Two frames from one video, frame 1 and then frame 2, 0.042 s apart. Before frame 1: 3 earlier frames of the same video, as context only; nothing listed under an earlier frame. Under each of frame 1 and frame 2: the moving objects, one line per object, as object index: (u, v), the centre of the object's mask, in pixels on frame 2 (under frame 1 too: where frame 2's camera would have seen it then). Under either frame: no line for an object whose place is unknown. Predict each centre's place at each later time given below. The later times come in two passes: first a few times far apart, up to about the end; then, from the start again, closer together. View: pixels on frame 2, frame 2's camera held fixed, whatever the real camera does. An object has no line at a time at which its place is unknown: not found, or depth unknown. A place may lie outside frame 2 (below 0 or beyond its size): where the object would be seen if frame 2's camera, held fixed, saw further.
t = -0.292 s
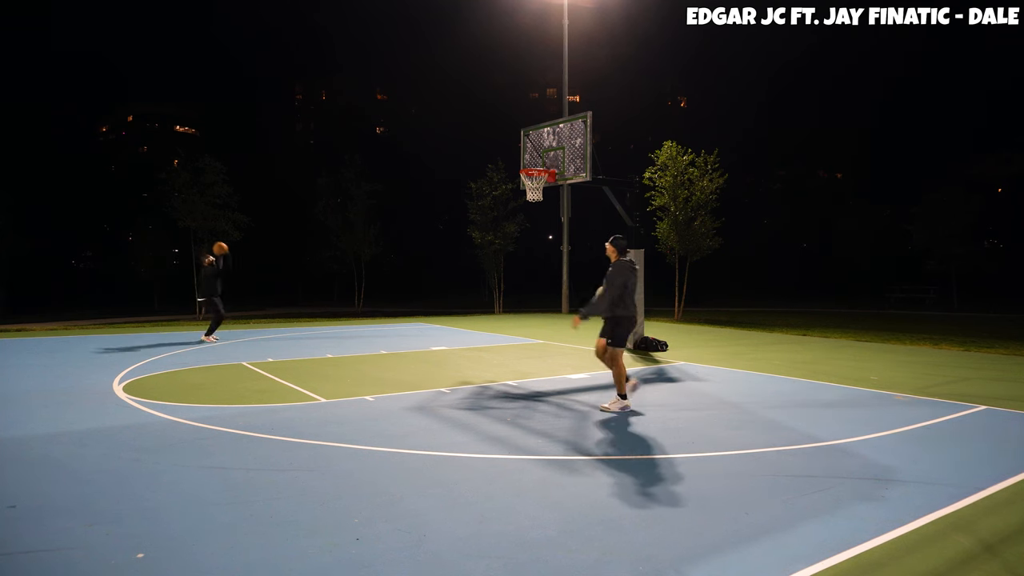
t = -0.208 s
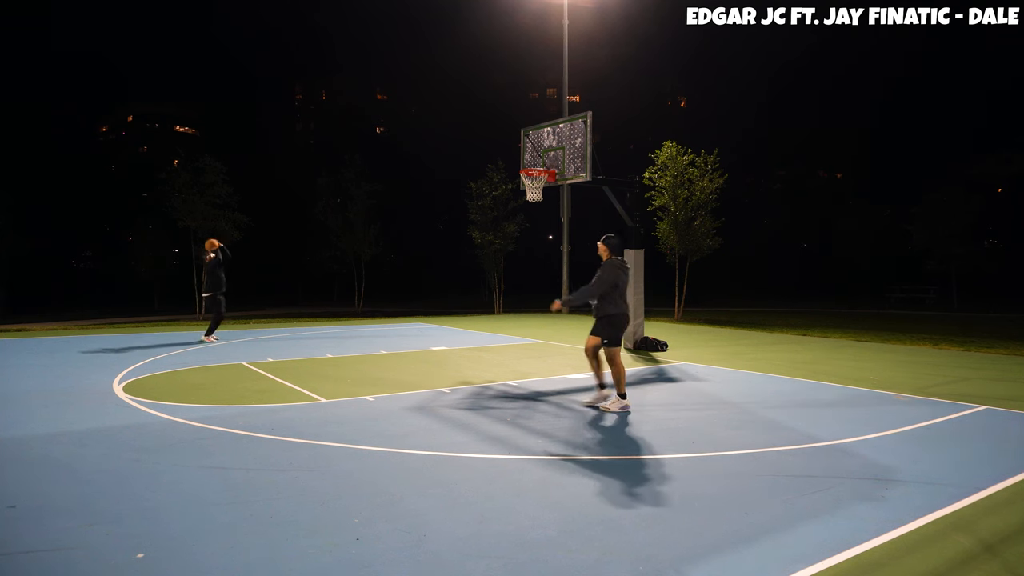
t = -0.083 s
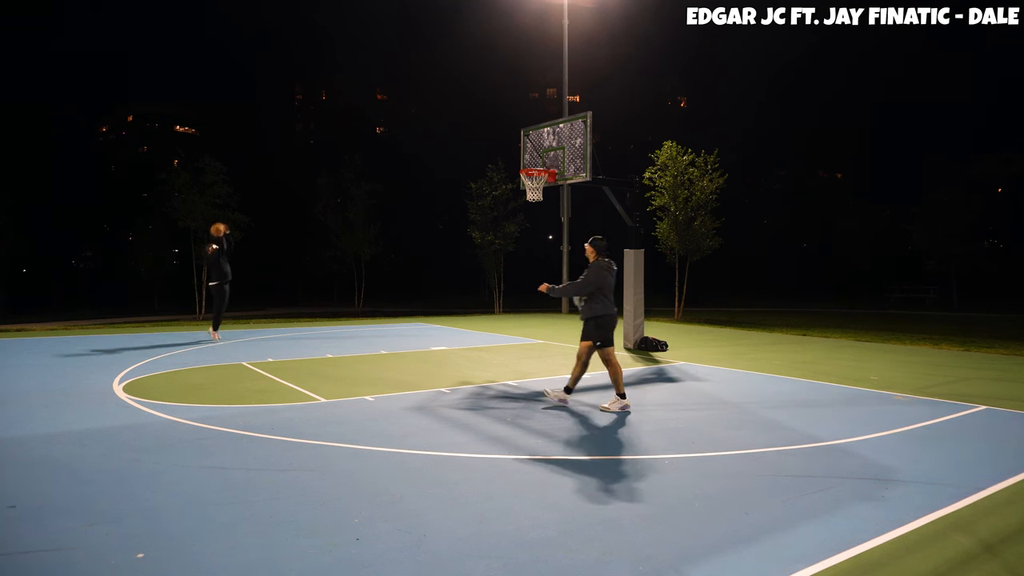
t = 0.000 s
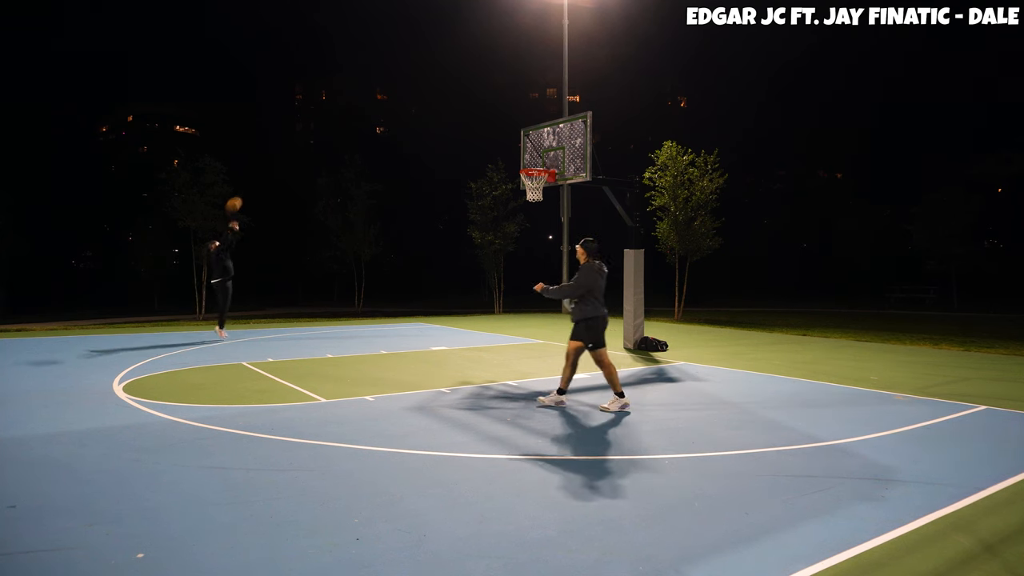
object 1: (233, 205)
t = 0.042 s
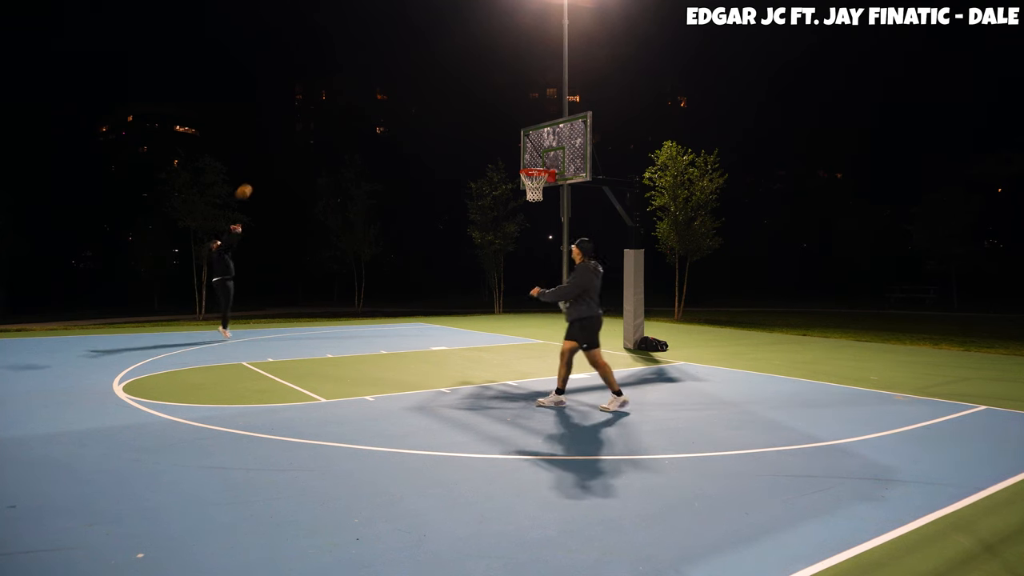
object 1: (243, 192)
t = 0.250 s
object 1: (296, 140)
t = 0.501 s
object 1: (361, 105)
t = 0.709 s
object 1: (418, 102)
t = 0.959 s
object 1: (489, 131)
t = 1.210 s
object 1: (532, 188)
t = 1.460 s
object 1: (523, 183)
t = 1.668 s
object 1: (533, 202)
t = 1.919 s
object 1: (548, 246)
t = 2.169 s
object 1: (564, 331)
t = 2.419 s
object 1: (574, 306)
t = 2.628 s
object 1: (581, 283)
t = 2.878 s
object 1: (590, 289)
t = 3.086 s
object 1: (597, 324)
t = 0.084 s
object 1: (254, 180)
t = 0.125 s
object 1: (264, 168)
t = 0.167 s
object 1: (274, 158)
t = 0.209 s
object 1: (285, 149)
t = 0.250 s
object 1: (296, 140)
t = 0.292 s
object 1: (306, 132)
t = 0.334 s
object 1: (317, 125)
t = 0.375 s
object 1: (328, 119)
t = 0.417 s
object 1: (339, 113)
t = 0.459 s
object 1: (350, 109)
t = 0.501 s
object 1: (361, 105)
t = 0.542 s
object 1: (372, 103)
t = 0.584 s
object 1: (384, 101)
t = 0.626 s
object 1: (395, 100)
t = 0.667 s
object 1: (407, 101)
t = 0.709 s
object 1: (418, 102)
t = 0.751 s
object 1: (430, 104)
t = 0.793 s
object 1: (442, 108)
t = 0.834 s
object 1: (453, 111)
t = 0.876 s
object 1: (465, 117)
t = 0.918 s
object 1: (477, 123)
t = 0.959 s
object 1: (489, 131)
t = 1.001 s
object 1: (501, 139)
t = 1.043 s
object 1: (513, 148)
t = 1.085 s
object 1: (526, 159)
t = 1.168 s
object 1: (538, 179)
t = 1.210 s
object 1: (532, 188)
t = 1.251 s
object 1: (527, 188)
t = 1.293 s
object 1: (524, 186)
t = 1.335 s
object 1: (522, 185)
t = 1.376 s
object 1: (522, 183)
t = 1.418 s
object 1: (523, 182)
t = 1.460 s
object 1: (523, 183)
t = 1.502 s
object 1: (523, 185)
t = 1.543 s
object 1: (525, 188)
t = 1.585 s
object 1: (528, 192)
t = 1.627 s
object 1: (529, 197)
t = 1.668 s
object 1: (533, 202)
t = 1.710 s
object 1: (535, 205)
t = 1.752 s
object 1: (538, 210)
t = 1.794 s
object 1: (540, 218)
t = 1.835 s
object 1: (543, 226)
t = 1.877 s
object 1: (545, 236)
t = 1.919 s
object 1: (548, 246)
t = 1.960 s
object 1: (550, 258)
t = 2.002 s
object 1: (553, 270)
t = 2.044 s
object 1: (555, 284)
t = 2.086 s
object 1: (558, 298)
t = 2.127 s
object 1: (561, 313)
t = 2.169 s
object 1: (564, 331)
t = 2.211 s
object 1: (567, 351)
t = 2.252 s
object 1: (568, 344)
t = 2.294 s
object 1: (570, 333)
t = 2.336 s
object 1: (571, 323)
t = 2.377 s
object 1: (572, 314)
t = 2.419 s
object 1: (574, 306)
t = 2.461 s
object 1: (575, 300)
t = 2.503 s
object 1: (577, 295)
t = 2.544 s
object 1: (578, 290)
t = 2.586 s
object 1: (580, 286)
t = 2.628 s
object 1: (581, 283)
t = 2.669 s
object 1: (583, 282)
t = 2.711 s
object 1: (584, 281)
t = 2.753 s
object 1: (585, 281)
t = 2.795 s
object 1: (587, 283)
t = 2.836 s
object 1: (588, 285)
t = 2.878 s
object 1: (590, 289)
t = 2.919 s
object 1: (591, 294)
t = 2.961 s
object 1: (593, 299)
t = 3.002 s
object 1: (595, 306)
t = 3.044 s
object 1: (596, 314)
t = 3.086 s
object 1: (597, 324)
